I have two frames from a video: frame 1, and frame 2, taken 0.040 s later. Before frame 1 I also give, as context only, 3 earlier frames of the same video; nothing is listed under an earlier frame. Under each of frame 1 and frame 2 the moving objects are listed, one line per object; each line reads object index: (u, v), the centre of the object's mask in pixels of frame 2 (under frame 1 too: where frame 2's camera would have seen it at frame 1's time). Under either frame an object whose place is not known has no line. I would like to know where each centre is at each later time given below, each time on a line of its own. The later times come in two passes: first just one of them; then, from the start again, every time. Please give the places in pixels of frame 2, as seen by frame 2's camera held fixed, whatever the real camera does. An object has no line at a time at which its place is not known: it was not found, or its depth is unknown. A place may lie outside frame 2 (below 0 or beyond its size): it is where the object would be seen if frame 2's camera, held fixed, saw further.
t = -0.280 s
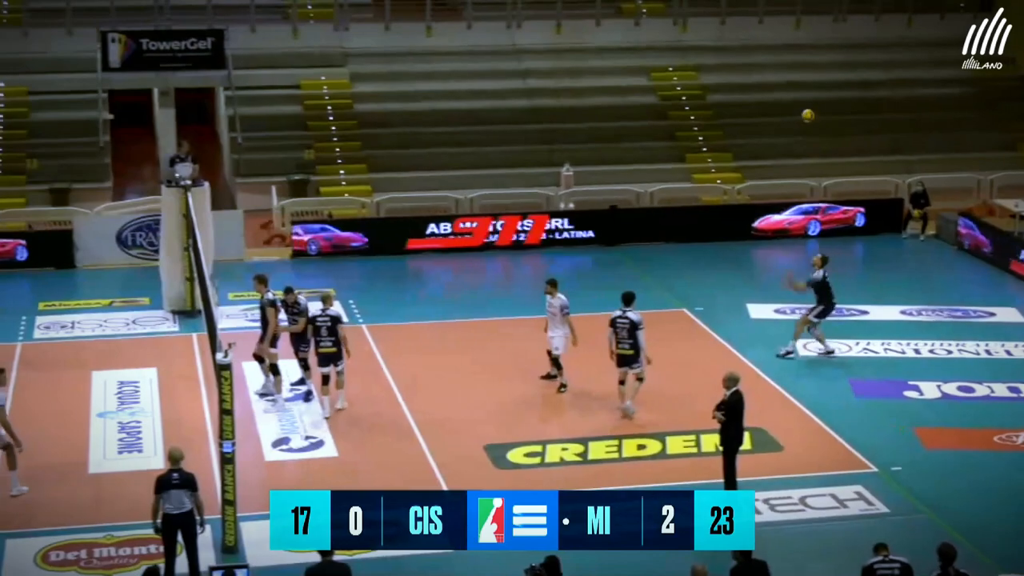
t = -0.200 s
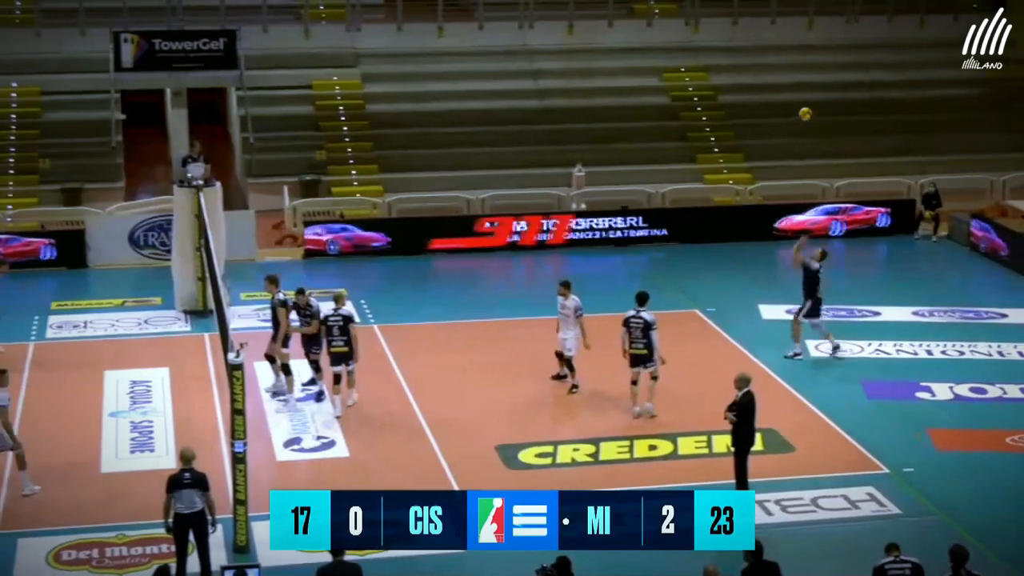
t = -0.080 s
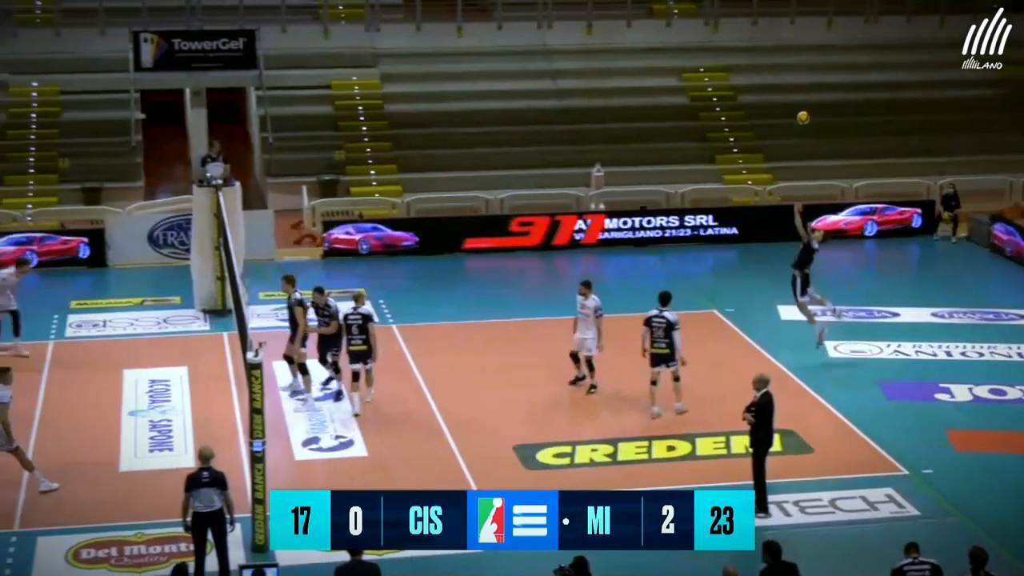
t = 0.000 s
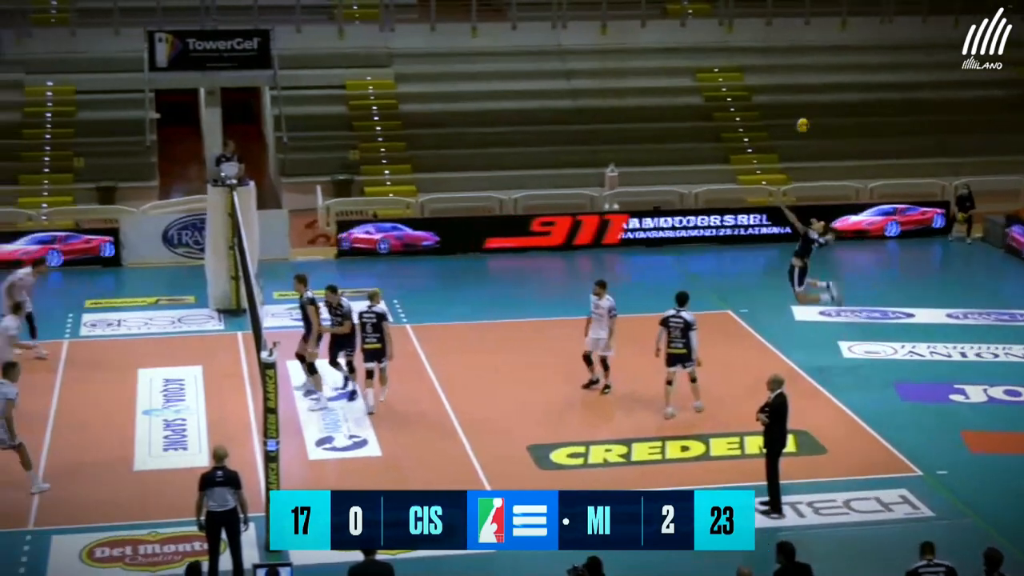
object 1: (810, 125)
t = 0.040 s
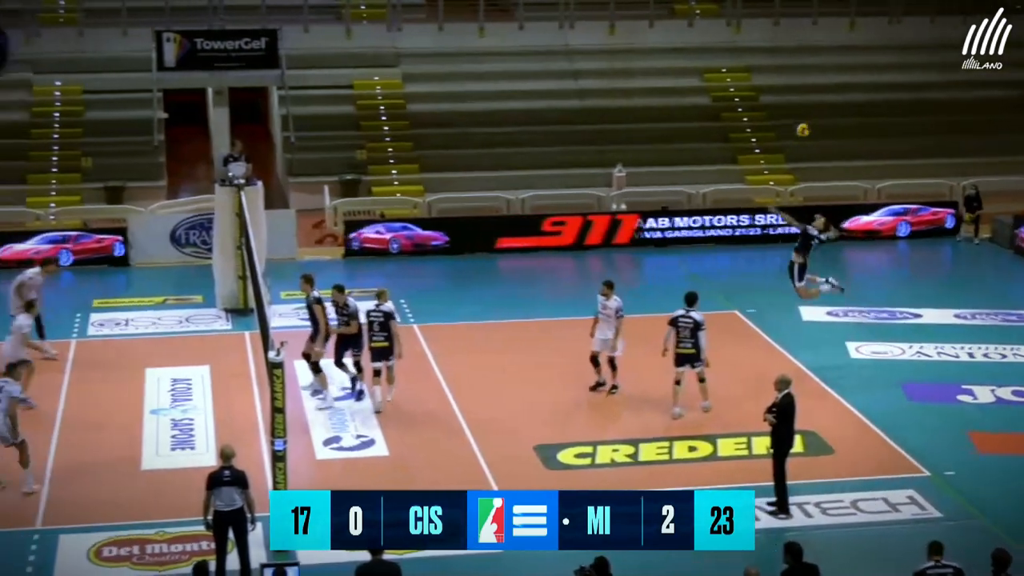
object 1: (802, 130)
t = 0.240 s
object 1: (769, 167)
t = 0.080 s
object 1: (796, 136)
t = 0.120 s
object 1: (789, 143)
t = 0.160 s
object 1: (783, 149)
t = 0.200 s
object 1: (776, 158)
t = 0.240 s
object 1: (769, 167)
